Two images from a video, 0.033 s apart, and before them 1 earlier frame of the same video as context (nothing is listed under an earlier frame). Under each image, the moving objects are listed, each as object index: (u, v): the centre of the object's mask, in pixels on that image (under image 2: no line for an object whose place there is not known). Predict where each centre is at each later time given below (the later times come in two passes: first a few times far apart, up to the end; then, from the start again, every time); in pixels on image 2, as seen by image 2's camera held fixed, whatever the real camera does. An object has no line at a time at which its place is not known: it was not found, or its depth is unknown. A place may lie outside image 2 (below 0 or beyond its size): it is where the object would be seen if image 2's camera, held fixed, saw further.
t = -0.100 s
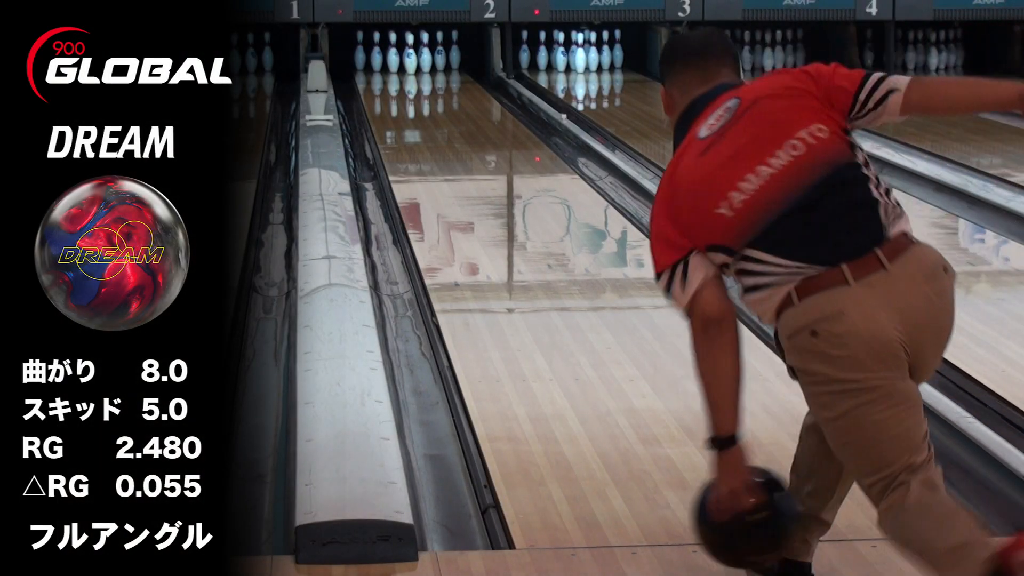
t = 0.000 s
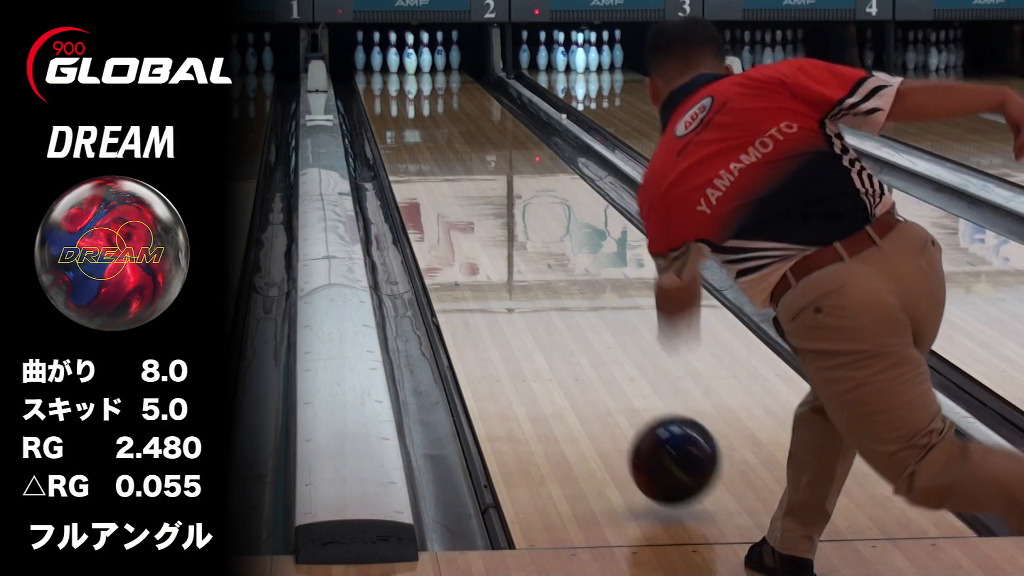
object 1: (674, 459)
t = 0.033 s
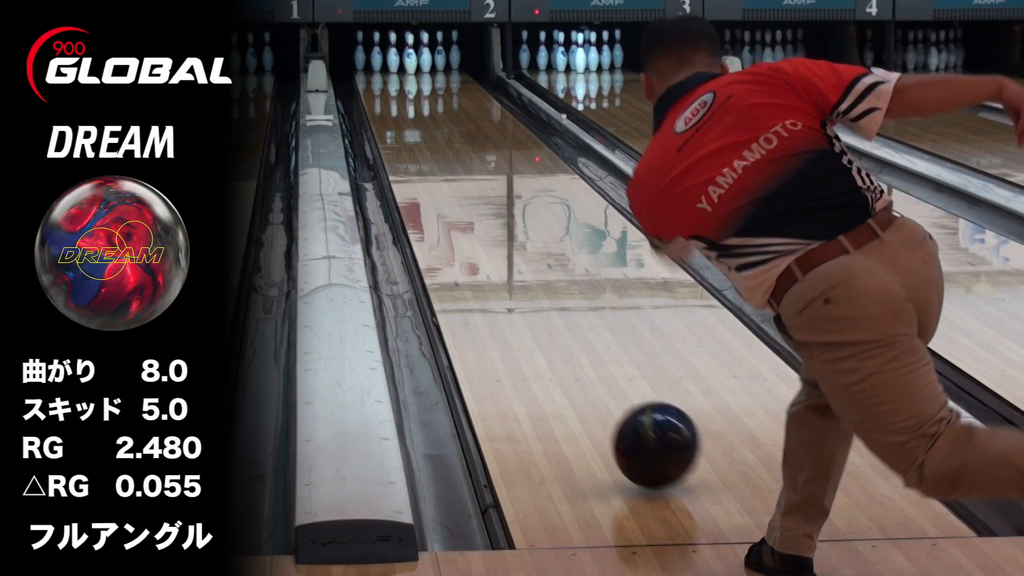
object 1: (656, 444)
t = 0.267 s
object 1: (562, 331)
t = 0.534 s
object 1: (497, 248)
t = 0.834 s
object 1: (452, 190)
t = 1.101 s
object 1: (425, 152)
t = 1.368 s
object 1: (407, 125)
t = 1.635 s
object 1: (395, 103)
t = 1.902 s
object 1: (390, 86)
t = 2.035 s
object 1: (391, 79)
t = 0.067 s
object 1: (639, 426)
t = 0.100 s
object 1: (623, 408)
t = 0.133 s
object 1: (609, 390)
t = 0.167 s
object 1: (596, 374)
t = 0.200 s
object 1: (583, 359)
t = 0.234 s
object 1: (572, 344)
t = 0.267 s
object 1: (562, 331)
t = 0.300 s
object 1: (552, 318)
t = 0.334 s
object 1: (542, 307)
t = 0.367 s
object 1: (534, 295)
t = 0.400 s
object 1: (525, 284)
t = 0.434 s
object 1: (518, 275)
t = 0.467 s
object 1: (510, 266)
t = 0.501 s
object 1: (503, 257)
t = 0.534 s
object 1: (497, 248)
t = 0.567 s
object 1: (491, 240)
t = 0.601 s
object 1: (485, 233)
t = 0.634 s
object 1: (479, 226)
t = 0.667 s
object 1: (474, 219)
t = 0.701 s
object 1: (469, 213)
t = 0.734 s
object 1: (464, 207)
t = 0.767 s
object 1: (460, 201)
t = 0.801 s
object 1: (456, 195)
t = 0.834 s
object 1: (452, 190)
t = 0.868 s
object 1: (448, 184)
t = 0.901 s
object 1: (444, 179)
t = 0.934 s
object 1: (441, 174)
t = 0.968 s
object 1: (437, 170)
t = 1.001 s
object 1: (434, 165)
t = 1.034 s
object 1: (431, 161)
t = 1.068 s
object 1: (428, 157)
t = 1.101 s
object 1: (425, 152)
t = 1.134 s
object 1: (423, 148)
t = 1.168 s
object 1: (420, 145)
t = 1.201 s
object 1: (418, 141)
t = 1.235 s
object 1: (415, 138)
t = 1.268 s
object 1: (413, 135)
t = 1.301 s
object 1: (411, 131)
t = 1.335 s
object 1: (409, 128)
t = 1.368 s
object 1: (407, 125)
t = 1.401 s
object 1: (405, 122)
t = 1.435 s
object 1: (403, 119)
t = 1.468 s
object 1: (402, 116)
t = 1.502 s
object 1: (400, 114)
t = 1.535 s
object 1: (399, 111)
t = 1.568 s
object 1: (398, 108)
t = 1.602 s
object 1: (396, 106)
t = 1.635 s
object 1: (395, 103)
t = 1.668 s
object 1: (394, 101)
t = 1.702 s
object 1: (393, 99)
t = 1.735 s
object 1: (392, 97)
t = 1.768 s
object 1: (391, 94)
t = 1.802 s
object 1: (391, 92)
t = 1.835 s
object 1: (390, 90)
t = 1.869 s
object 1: (390, 88)
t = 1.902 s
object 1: (390, 86)
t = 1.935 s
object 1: (390, 85)
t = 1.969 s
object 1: (390, 82)
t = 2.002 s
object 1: (391, 81)
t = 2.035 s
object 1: (391, 79)
